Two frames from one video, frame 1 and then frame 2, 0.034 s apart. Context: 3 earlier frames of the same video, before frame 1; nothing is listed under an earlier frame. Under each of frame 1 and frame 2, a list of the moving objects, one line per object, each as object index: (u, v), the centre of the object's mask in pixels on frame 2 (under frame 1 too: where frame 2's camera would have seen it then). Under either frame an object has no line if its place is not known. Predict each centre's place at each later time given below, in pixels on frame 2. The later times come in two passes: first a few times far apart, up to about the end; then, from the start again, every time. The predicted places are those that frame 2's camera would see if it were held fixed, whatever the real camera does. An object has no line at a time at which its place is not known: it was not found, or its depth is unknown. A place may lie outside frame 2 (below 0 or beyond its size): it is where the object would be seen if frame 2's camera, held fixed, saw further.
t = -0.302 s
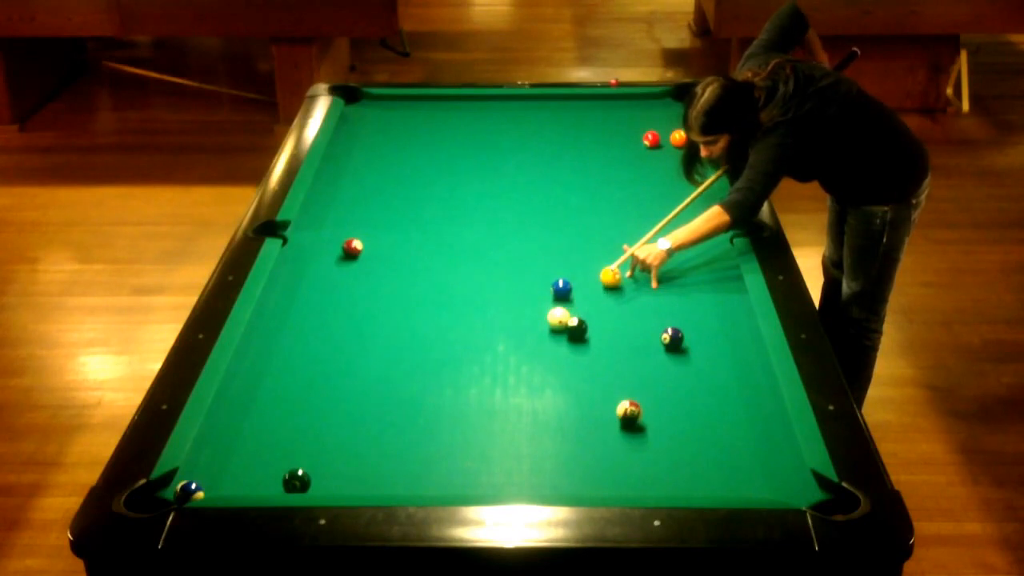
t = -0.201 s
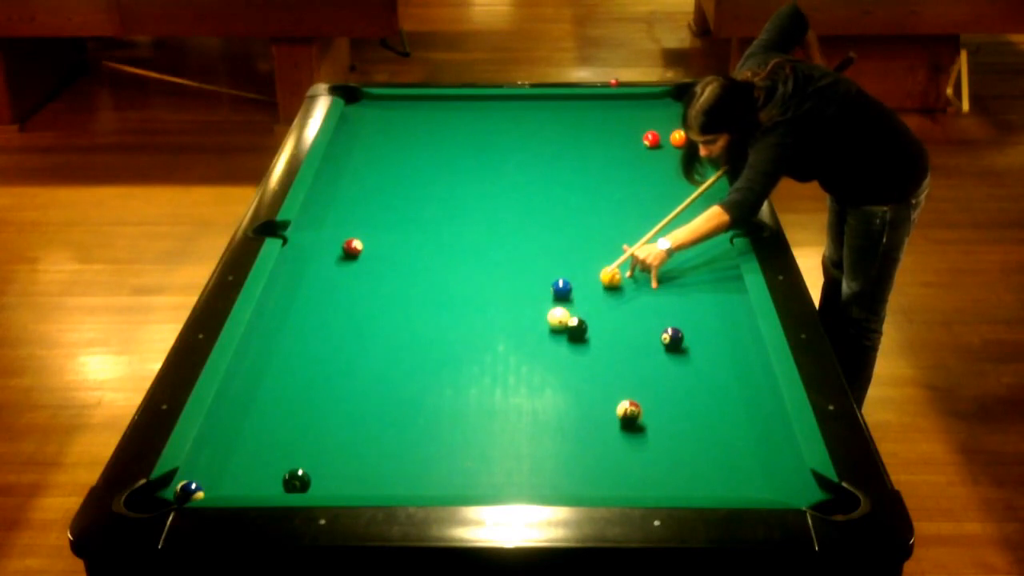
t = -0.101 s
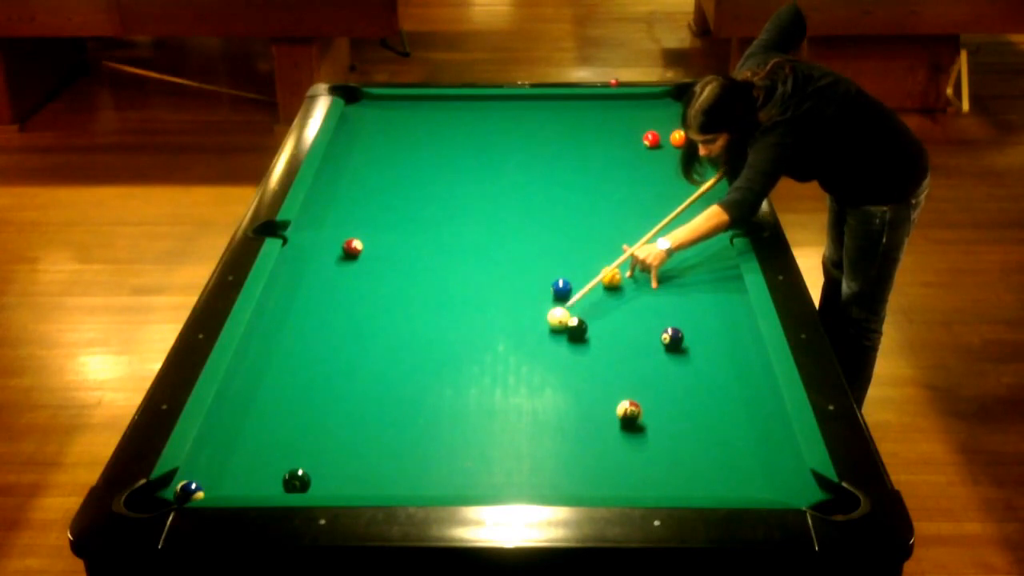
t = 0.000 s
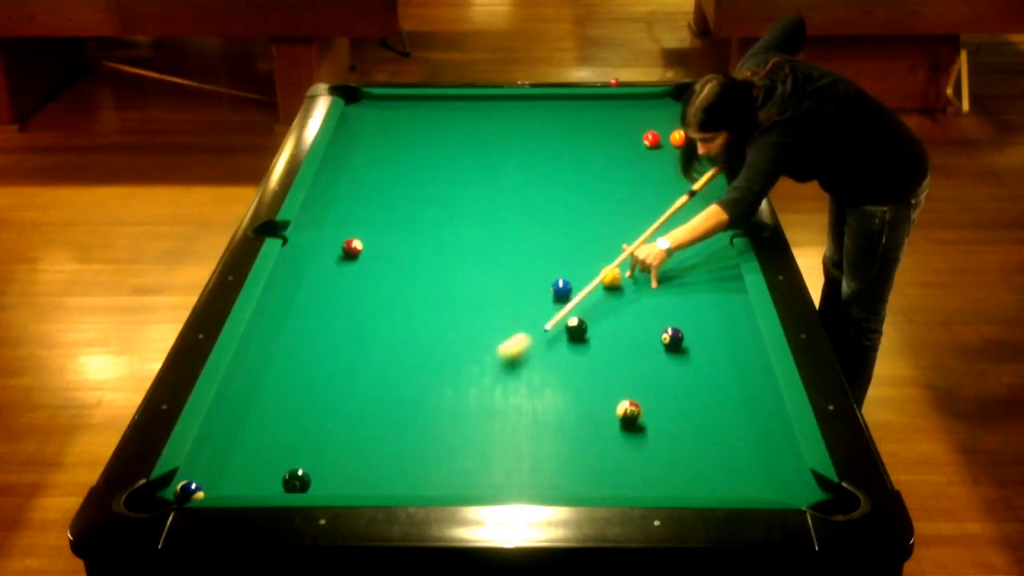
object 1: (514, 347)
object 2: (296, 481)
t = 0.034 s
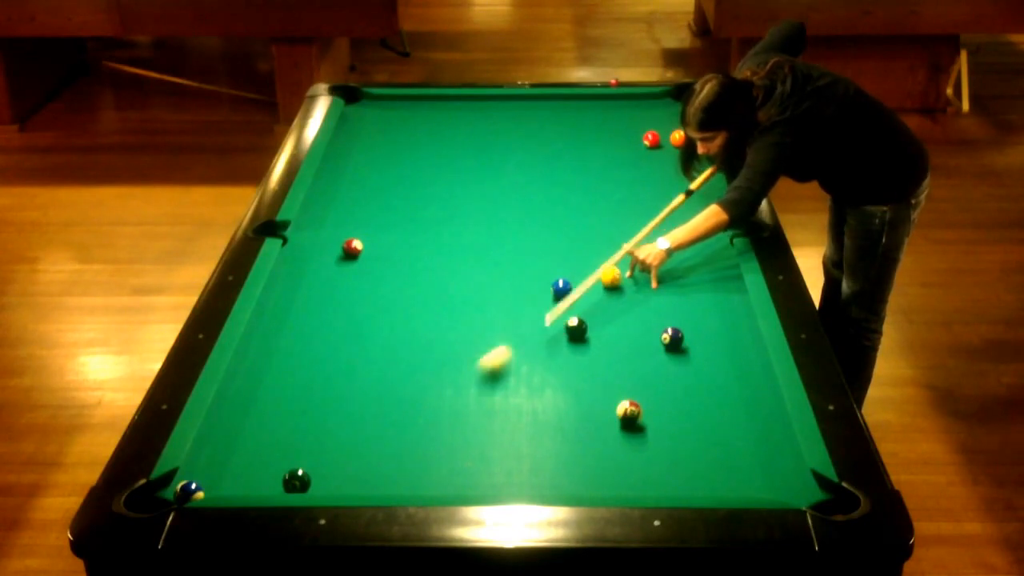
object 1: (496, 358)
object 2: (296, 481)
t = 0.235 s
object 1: (368, 446)
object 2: (296, 481)
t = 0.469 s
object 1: (335, 447)
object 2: (207, 481)
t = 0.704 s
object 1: (323, 408)
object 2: (213, 452)
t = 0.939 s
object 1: (313, 374)
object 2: (244, 431)
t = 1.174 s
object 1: (304, 344)
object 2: (271, 413)
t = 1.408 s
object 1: (296, 317)
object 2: (297, 397)
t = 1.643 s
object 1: (288, 293)
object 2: (319, 382)
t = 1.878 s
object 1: (282, 271)
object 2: (340, 369)
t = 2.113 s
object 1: (294, 255)
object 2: (359, 357)
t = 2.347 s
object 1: (307, 241)
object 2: (376, 346)
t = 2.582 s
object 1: (320, 228)
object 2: (391, 337)
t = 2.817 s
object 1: (330, 217)
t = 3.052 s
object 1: (340, 206)
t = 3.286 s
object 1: (349, 197)
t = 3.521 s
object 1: (358, 189)
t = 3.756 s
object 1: (365, 181)
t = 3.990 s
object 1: (372, 175)
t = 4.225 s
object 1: (379, 169)
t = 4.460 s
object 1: (385, 163)
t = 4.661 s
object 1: (389, 159)
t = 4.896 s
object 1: (395, 155)
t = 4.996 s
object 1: (397, 153)
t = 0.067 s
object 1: (476, 372)
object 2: (296, 481)
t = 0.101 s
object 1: (456, 386)
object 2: (296, 481)
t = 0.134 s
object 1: (436, 399)
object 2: (296, 481)
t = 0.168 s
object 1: (414, 415)
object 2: (296, 481)
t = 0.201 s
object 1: (391, 430)
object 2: (296, 481)
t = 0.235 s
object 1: (368, 446)
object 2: (296, 481)
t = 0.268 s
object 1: (344, 462)
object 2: (296, 481)
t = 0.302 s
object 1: (327, 478)
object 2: (287, 482)
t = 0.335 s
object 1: (329, 479)
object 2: (263, 484)
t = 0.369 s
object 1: (332, 469)
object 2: (240, 484)
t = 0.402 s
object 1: (334, 462)
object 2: (224, 483)
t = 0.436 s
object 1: (335, 454)
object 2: (213, 482)
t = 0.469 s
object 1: (335, 447)
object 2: (207, 481)
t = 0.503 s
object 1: (334, 441)
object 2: (203, 474)
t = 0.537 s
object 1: (332, 435)
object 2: (198, 468)
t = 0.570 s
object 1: (330, 430)
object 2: (194, 466)
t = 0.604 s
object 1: (329, 424)
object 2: (199, 463)
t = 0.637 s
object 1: (327, 419)
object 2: (204, 459)
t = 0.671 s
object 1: (325, 414)
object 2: (208, 456)
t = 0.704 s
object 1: (323, 408)
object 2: (213, 452)
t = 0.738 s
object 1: (322, 403)
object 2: (218, 449)
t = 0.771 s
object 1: (320, 398)
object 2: (223, 446)
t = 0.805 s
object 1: (319, 393)
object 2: (227, 443)
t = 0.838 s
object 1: (317, 388)
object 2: (231, 440)
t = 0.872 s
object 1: (316, 383)
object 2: (235, 437)
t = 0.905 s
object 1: (314, 379)
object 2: (240, 434)
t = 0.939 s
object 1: (313, 374)
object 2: (244, 431)
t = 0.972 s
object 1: (311, 370)
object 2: (248, 428)
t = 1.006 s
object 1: (310, 365)
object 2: (252, 425)
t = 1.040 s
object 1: (309, 361)
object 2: (256, 422)
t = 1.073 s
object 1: (307, 357)
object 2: (260, 421)
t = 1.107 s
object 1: (306, 352)
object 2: (264, 418)
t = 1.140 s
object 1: (305, 348)
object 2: (268, 415)
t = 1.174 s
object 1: (304, 344)
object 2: (271, 413)
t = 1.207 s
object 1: (303, 340)
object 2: (275, 410)
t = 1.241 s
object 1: (301, 336)
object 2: (279, 408)
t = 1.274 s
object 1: (300, 332)
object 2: (282, 406)
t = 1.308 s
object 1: (299, 328)
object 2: (286, 403)
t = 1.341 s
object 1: (298, 324)
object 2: (289, 400)
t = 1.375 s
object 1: (297, 321)
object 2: (293, 398)
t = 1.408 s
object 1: (296, 317)
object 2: (297, 397)
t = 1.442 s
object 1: (295, 314)
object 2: (300, 395)
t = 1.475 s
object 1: (294, 310)
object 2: (303, 393)
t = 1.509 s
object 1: (293, 306)
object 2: (307, 390)
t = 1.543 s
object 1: (291, 303)
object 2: (310, 388)
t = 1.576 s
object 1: (290, 300)
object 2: (313, 386)
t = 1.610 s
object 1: (289, 296)
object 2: (316, 384)
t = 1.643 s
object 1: (288, 293)
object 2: (319, 382)
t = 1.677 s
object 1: (287, 290)
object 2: (322, 380)
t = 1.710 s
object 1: (286, 287)
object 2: (325, 378)
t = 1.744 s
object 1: (285, 284)
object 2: (328, 376)
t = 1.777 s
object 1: (284, 280)
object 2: (331, 374)
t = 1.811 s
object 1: (284, 277)
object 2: (334, 373)
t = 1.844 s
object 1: (283, 274)
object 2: (337, 371)
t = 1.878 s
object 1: (282, 271)
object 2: (340, 369)
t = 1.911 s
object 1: (282, 268)
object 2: (343, 367)
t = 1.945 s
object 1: (284, 266)
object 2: (346, 365)
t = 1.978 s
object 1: (286, 264)
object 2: (349, 363)
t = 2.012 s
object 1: (288, 262)
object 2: (351, 362)
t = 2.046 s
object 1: (290, 260)
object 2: (354, 360)
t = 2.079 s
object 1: (292, 257)
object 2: (356, 358)
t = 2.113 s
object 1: (294, 255)
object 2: (359, 357)
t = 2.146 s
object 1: (296, 253)
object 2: (362, 355)
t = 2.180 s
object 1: (298, 251)
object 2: (364, 353)
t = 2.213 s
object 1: (300, 249)
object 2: (367, 351)
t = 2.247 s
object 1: (302, 247)
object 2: (369, 350)
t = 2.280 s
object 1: (304, 245)
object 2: (371, 349)
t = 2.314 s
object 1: (305, 243)
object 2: (374, 347)
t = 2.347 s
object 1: (307, 241)
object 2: (376, 346)
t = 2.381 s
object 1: (309, 239)
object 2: (378, 345)
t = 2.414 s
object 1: (311, 237)
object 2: (380, 344)
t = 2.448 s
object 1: (313, 235)
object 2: (383, 342)
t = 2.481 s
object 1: (315, 234)
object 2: (385, 341)
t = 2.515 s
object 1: (316, 232)
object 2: (387, 339)
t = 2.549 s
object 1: (318, 230)
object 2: (389, 338)
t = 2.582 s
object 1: (320, 228)
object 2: (391, 337)
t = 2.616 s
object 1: (321, 226)
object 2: (394, 336)
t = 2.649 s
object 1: (322, 225)
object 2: (396, 335)
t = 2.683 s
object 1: (324, 223)
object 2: (398, 334)
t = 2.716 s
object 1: (326, 221)
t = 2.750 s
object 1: (327, 220)
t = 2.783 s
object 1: (329, 218)
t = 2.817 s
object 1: (330, 217)
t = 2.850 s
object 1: (331, 215)
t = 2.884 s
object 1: (333, 214)
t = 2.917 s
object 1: (334, 212)
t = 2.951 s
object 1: (336, 211)
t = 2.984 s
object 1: (337, 209)
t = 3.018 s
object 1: (339, 208)
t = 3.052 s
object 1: (340, 206)
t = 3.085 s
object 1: (341, 205)
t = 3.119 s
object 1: (343, 204)
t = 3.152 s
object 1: (344, 202)
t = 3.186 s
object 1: (345, 201)
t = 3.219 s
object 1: (346, 200)
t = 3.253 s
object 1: (348, 198)
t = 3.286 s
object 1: (349, 197)
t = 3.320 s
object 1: (350, 196)
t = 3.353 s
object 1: (351, 195)
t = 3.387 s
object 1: (353, 193)
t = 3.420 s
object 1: (354, 192)
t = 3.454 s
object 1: (355, 191)
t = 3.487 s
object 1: (356, 190)
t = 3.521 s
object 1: (358, 189)
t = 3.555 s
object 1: (359, 188)
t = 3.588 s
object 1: (360, 186)
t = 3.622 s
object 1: (361, 185)
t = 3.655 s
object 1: (362, 184)
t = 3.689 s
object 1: (363, 183)
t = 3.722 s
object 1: (364, 182)
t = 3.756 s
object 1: (365, 181)
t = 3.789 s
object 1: (366, 180)
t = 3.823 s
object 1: (367, 179)
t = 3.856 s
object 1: (368, 178)
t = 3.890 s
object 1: (369, 177)
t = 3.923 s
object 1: (370, 176)
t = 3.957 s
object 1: (371, 176)
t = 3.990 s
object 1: (372, 175)
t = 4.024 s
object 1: (373, 174)
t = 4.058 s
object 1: (374, 173)
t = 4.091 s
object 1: (375, 172)
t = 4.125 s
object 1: (376, 171)
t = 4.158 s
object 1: (377, 170)
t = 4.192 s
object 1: (378, 169)
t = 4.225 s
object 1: (379, 169)
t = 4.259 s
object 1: (380, 168)
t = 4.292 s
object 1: (381, 167)
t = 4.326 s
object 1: (381, 166)
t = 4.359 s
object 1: (382, 165)
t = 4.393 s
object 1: (383, 165)
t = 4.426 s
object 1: (384, 164)
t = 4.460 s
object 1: (385, 163)
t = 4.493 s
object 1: (386, 162)
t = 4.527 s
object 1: (386, 162)
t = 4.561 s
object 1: (387, 161)
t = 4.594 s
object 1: (388, 160)
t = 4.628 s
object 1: (389, 160)
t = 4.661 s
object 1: (389, 159)
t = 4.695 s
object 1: (390, 158)
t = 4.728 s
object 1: (391, 158)
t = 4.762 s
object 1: (392, 157)
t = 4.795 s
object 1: (393, 156)
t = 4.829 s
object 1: (393, 156)
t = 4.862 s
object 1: (394, 155)
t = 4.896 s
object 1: (395, 155)
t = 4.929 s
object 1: (395, 154)
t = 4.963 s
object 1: (396, 153)
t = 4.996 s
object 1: (397, 153)
